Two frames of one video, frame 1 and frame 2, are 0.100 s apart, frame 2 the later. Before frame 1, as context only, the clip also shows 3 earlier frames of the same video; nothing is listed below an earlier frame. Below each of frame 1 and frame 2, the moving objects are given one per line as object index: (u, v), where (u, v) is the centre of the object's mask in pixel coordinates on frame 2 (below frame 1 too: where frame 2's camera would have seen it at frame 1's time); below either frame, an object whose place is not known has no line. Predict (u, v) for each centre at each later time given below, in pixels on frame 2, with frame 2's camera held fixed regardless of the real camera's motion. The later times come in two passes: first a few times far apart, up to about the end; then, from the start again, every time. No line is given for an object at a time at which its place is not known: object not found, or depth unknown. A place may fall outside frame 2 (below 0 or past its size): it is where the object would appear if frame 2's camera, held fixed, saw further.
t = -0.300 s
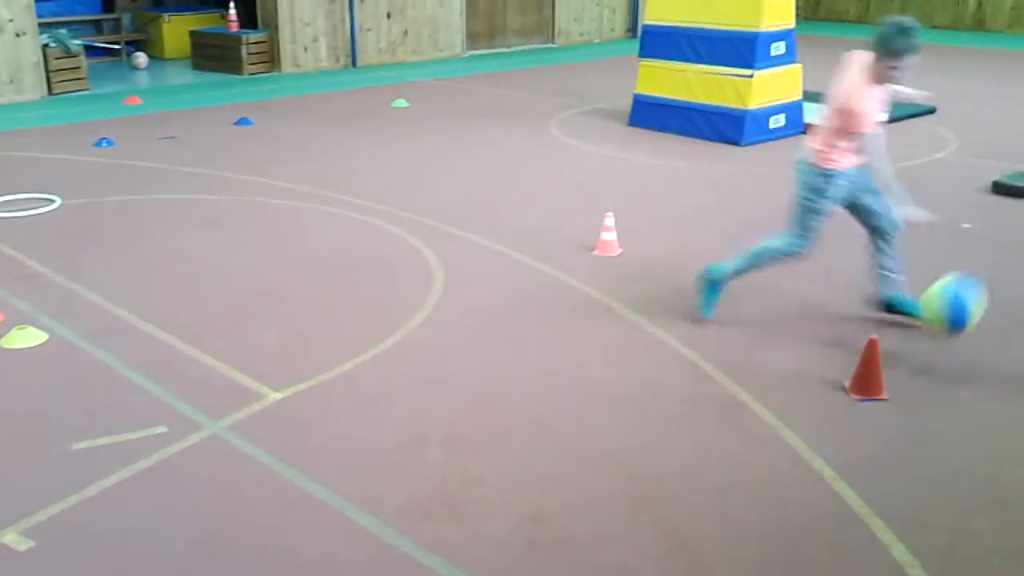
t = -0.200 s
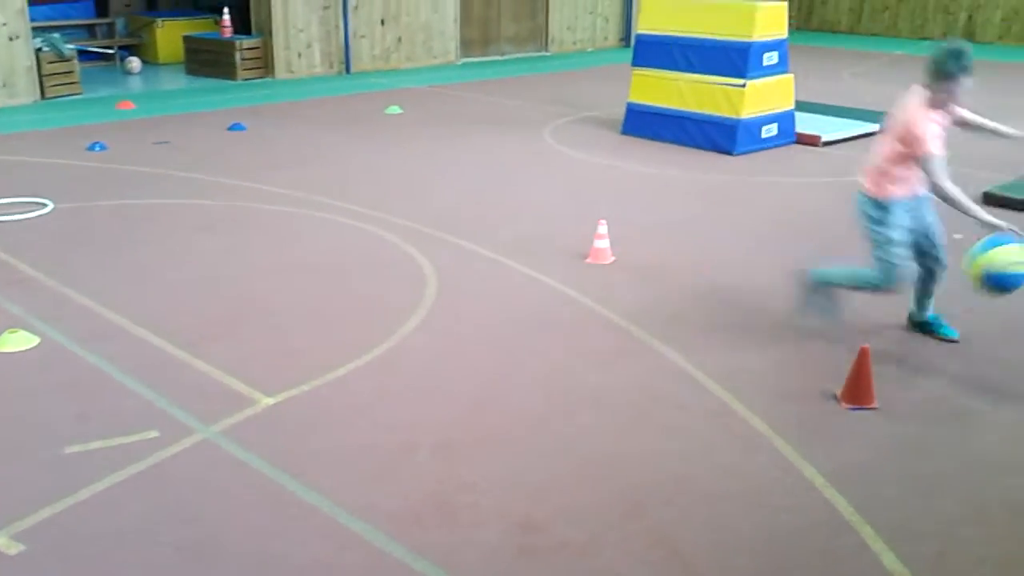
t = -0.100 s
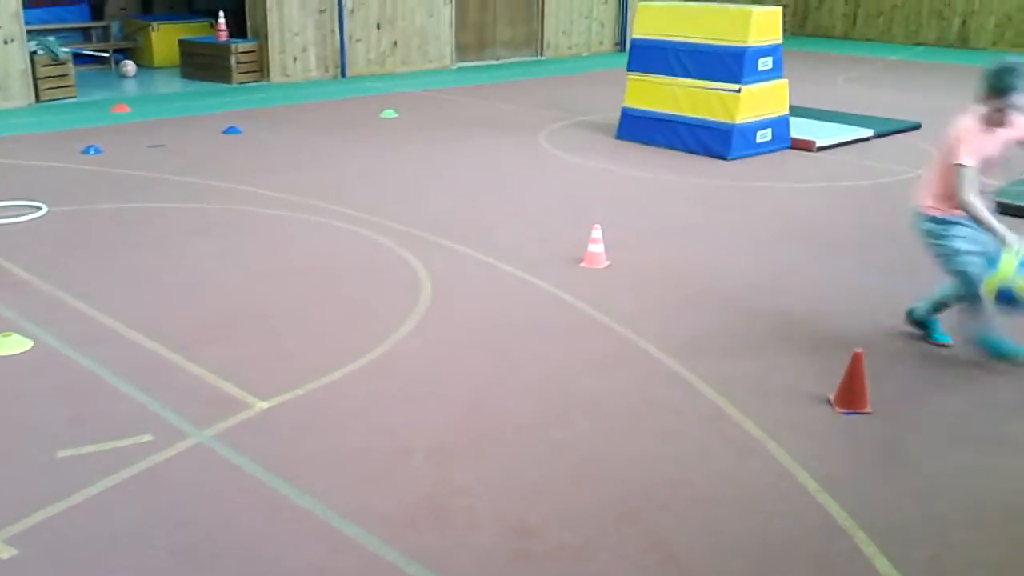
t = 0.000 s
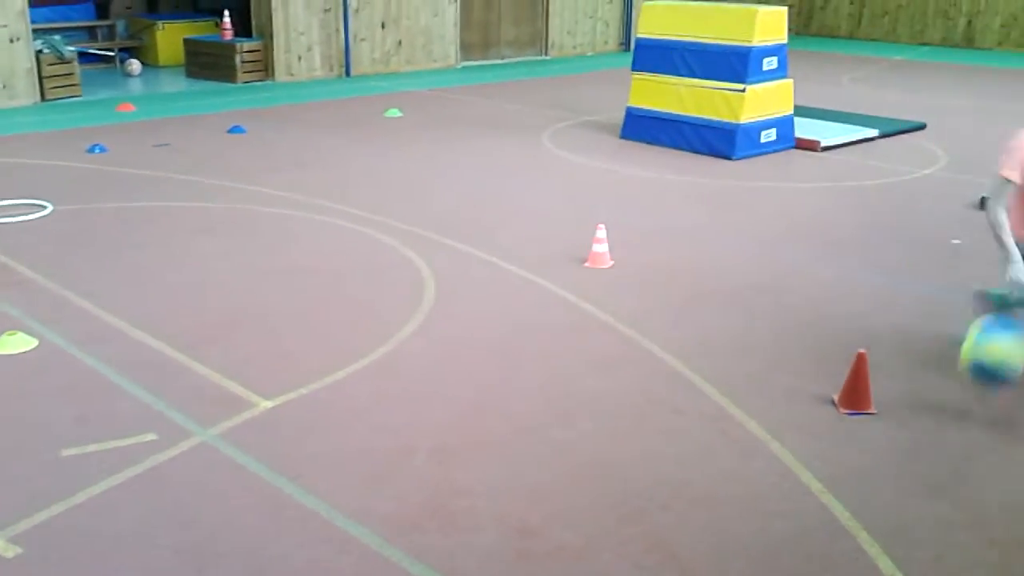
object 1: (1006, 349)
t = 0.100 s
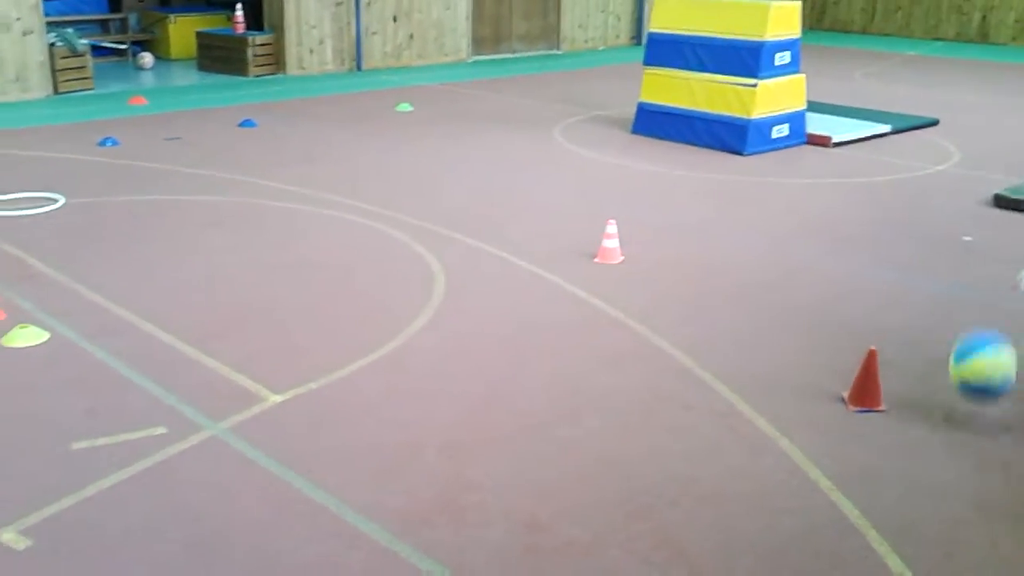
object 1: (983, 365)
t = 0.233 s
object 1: (969, 300)
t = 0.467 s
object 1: (874, 370)
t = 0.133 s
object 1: (981, 345)
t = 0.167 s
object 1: (977, 327)
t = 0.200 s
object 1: (973, 312)
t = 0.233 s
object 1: (969, 300)
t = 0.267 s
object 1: (963, 290)
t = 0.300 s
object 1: (956, 284)
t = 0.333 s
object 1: (948, 280)
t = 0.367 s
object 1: (931, 290)
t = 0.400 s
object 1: (915, 315)
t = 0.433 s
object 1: (896, 341)
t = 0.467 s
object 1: (874, 370)
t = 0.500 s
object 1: (852, 404)
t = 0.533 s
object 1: (847, 391)
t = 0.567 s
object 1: (845, 371)
